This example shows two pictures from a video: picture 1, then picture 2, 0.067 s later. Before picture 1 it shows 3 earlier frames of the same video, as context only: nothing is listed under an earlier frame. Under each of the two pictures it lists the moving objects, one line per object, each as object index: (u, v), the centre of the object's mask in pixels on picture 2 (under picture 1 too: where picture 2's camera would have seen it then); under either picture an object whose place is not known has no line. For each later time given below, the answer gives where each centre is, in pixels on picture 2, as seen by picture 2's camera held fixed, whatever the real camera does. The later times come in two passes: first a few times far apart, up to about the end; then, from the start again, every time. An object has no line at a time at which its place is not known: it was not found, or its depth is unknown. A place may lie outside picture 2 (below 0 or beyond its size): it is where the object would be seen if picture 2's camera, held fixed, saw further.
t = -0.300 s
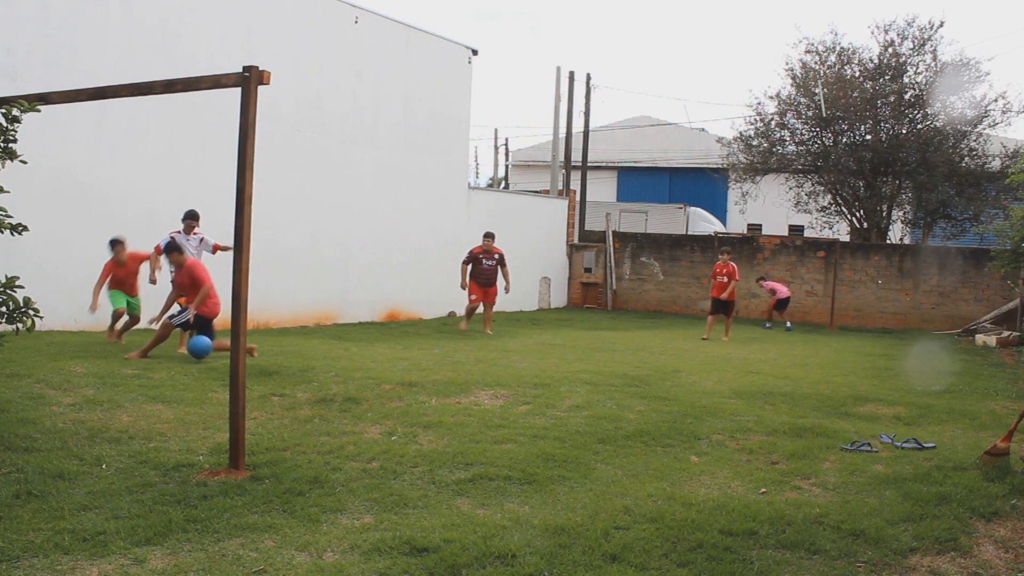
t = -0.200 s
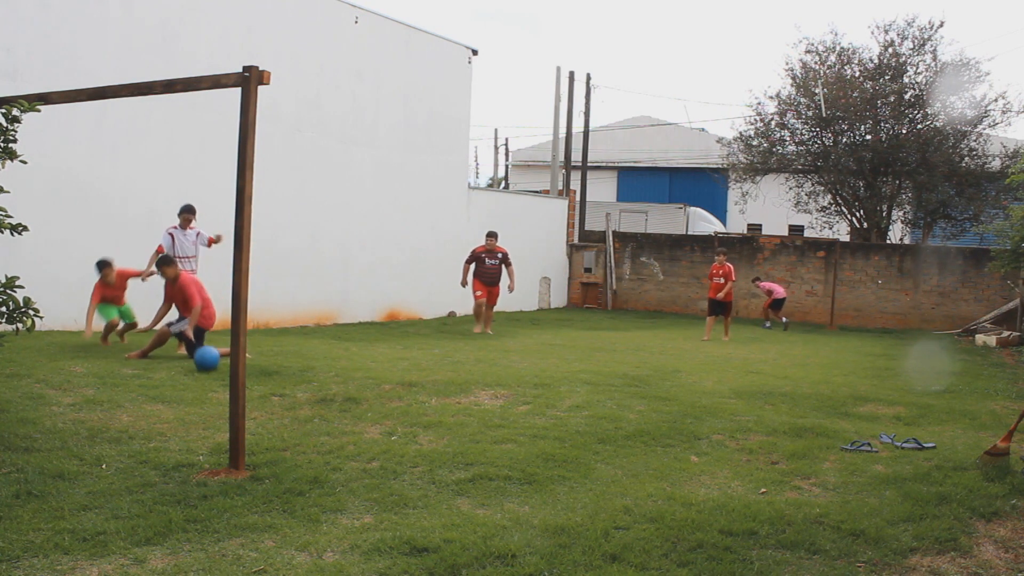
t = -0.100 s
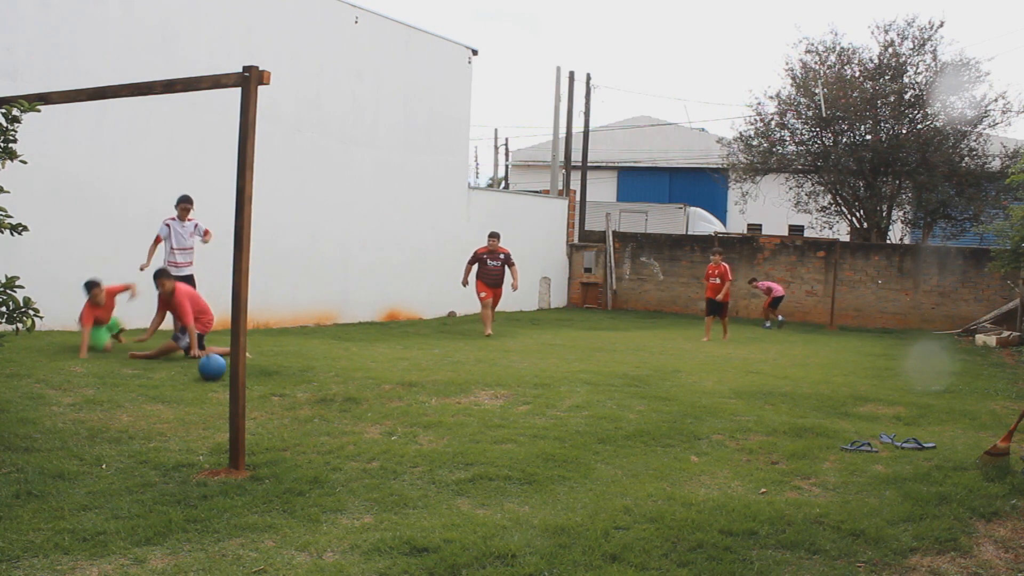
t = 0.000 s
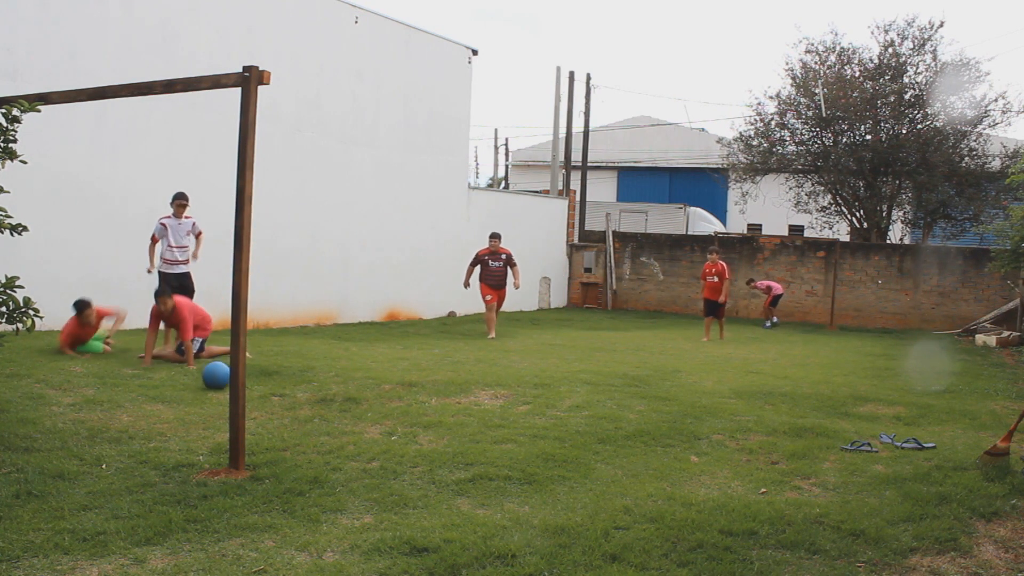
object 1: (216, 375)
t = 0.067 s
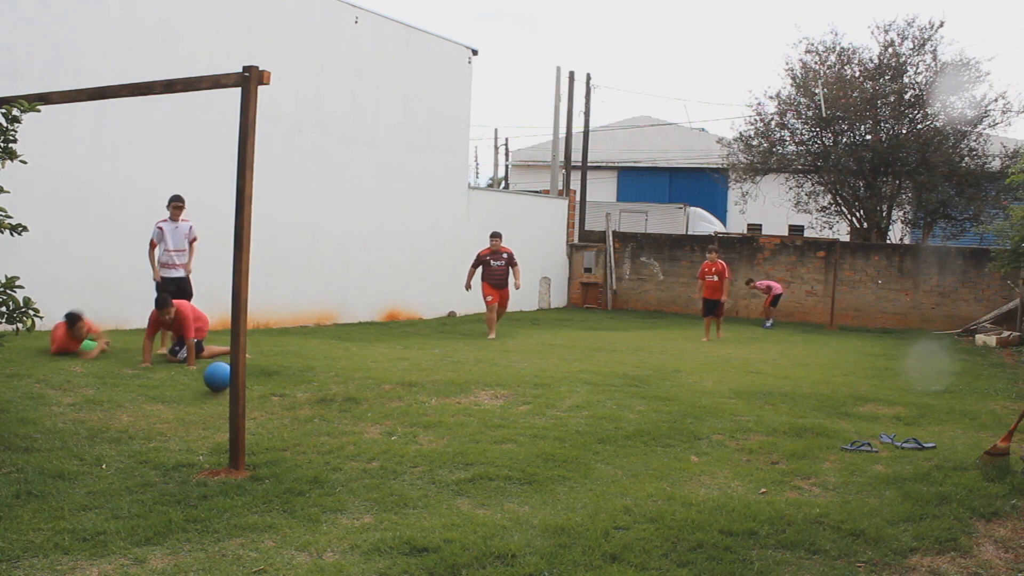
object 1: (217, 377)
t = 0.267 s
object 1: (219, 395)
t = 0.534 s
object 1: (220, 413)
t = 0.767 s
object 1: (217, 432)
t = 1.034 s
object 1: (192, 443)
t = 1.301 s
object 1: (132, 454)
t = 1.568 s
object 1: (77, 459)
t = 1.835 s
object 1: (35, 459)
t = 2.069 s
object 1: (19, 458)
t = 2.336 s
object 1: (15, 456)
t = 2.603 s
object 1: (15, 455)
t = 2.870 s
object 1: (15, 456)
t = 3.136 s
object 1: (15, 455)
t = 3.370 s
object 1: (15, 455)
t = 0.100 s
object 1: (218, 379)
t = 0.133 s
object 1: (218, 383)
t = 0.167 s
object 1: (219, 390)
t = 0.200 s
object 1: (219, 393)
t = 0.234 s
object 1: (219, 394)
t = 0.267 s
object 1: (219, 395)
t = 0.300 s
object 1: (219, 398)
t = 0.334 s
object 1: (219, 400)
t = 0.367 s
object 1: (220, 403)
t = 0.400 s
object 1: (220, 407)
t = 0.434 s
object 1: (220, 411)
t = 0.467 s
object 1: (220, 412)
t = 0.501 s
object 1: (220, 413)
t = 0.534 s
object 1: (220, 413)
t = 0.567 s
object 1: (219, 416)
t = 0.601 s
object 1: (219, 420)
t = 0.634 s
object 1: (218, 423)
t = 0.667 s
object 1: (218, 424)
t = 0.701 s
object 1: (218, 426)
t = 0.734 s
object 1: (218, 429)
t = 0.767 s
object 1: (217, 432)
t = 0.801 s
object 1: (217, 436)
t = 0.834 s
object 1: (216, 439)
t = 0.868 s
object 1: (216, 440)
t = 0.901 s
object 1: (215, 442)
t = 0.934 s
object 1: (214, 444)
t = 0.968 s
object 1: (209, 442)
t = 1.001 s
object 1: (202, 442)
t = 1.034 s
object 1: (192, 443)
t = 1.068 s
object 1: (182, 447)
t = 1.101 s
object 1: (174, 449)
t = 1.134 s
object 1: (167, 448)
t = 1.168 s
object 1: (160, 448)
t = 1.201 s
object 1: (153, 450)
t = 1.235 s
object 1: (147, 454)
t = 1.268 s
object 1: (139, 454)
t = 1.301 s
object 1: (132, 454)
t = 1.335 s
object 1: (125, 455)
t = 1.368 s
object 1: (117, 456)
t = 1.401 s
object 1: (111, 455)
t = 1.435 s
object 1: (104, 455)
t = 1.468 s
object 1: (97, 456)
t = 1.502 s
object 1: (90, 458)
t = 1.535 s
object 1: (83, 459)
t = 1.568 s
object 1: (77, 459)
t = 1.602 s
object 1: (71, 458)
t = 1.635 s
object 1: (65, 459)
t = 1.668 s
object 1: (60, 460)
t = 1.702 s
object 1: (54, 460)
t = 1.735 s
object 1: (48, 461)
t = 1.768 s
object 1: (43, 460)
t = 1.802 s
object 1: (39, 460)
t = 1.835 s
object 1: (35, 459)
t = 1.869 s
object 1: (31, 459)
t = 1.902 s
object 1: (27, 459)
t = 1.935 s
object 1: (24, 459)
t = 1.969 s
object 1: (23, 459)
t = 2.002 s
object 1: (21, 459)
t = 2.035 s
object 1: (20, 458)
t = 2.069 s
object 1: (19, 458)
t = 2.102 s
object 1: (18, 458)
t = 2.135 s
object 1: (17, 458)
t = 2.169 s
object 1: (16, 457)
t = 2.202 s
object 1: (16, 457)
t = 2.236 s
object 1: (15, 457)
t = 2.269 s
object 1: (15, 456)
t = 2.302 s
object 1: (15, 456)
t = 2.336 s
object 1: (15, 456)
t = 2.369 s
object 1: (15, 456)
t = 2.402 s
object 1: (15, 456)
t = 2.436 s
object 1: (15, 455)
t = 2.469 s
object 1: (15, 455)
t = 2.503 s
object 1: (15, 455)
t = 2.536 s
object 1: (15, 455)
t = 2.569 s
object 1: (15, 455)
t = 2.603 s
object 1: (15, 455)
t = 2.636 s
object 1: (15, 456)
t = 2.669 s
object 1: (15, 456)
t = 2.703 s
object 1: (15, 456)
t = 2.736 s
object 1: (15, 456)
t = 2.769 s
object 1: (15, 456)
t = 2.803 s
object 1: (15, 456)
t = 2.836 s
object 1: (15, 456)
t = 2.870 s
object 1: (15, 456)
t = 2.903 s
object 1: (15, 456)
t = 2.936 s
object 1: (15, 456)
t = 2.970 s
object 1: (15, 456)
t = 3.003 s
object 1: (15, 455)
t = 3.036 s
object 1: (15, 456)
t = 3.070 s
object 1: (15, 455)
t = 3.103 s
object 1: (15, 455)
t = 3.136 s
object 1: (15, 455)
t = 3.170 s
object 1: (15, 455)
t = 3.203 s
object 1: (15, 455)
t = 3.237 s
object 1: (15, 455)
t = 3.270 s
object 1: (15, 455)
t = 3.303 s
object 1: (15, 455)
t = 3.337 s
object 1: (15, 455)
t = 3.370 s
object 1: (15, 455)
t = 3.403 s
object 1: (15, 455)
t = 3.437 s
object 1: (15, 455)
